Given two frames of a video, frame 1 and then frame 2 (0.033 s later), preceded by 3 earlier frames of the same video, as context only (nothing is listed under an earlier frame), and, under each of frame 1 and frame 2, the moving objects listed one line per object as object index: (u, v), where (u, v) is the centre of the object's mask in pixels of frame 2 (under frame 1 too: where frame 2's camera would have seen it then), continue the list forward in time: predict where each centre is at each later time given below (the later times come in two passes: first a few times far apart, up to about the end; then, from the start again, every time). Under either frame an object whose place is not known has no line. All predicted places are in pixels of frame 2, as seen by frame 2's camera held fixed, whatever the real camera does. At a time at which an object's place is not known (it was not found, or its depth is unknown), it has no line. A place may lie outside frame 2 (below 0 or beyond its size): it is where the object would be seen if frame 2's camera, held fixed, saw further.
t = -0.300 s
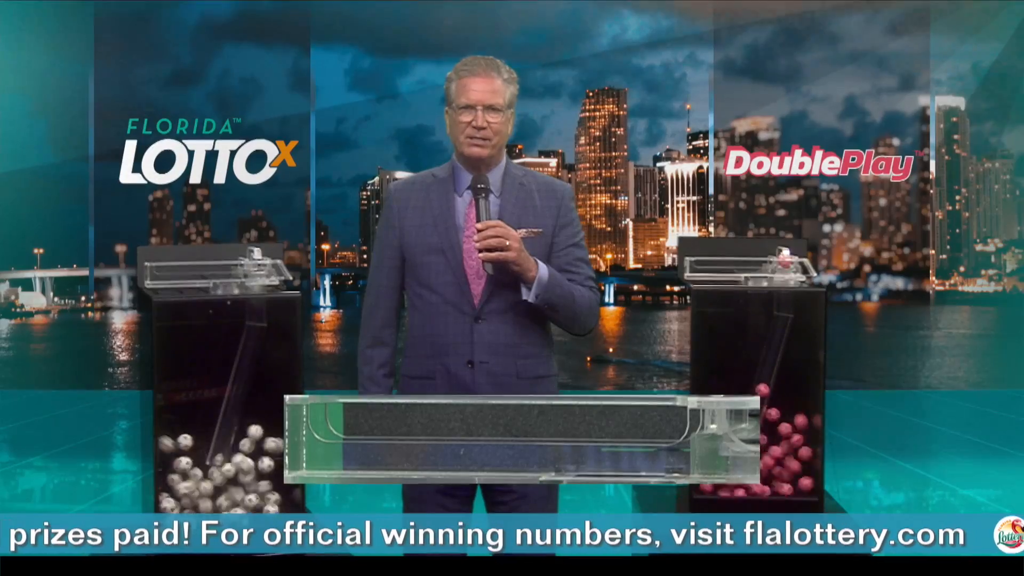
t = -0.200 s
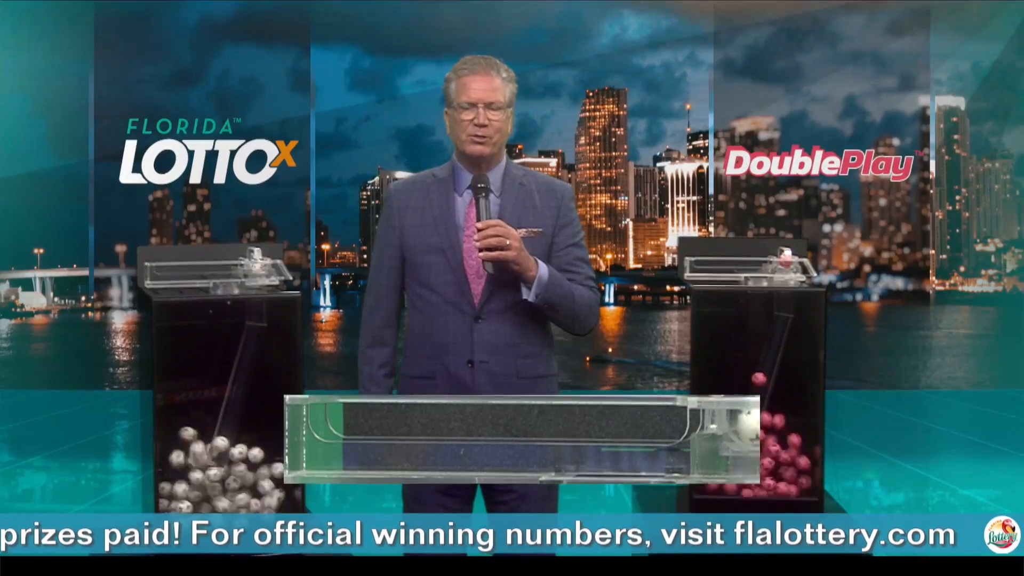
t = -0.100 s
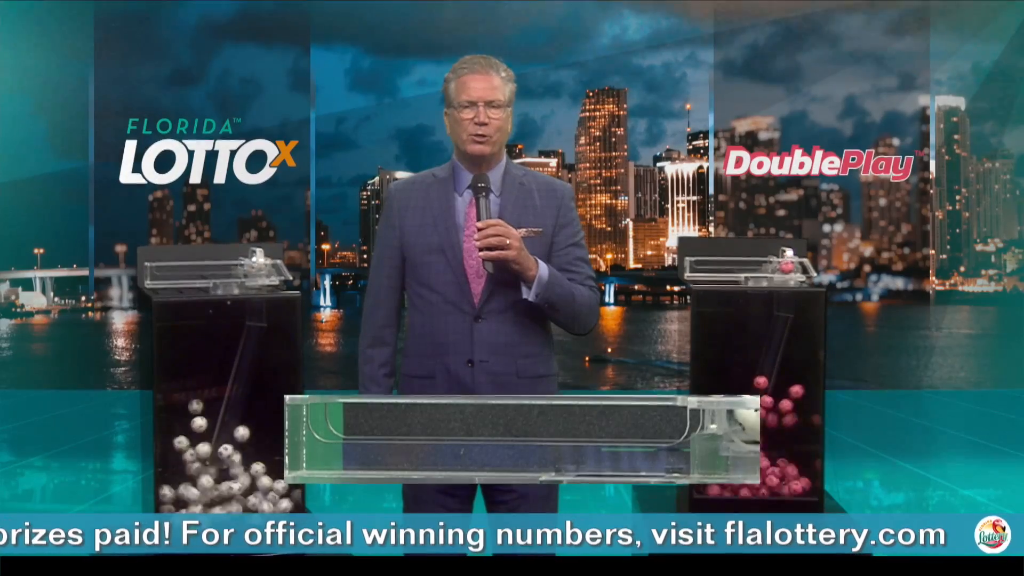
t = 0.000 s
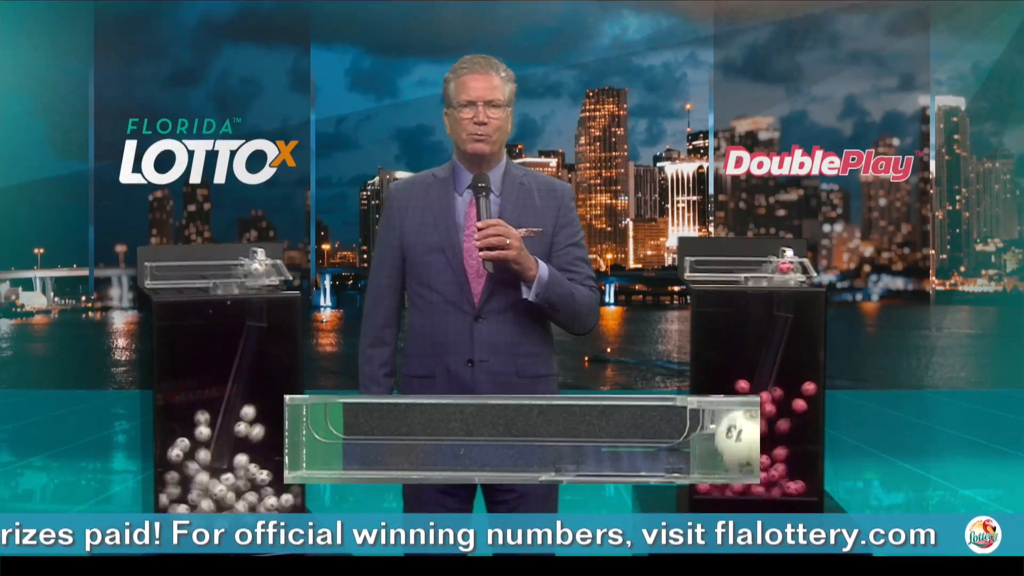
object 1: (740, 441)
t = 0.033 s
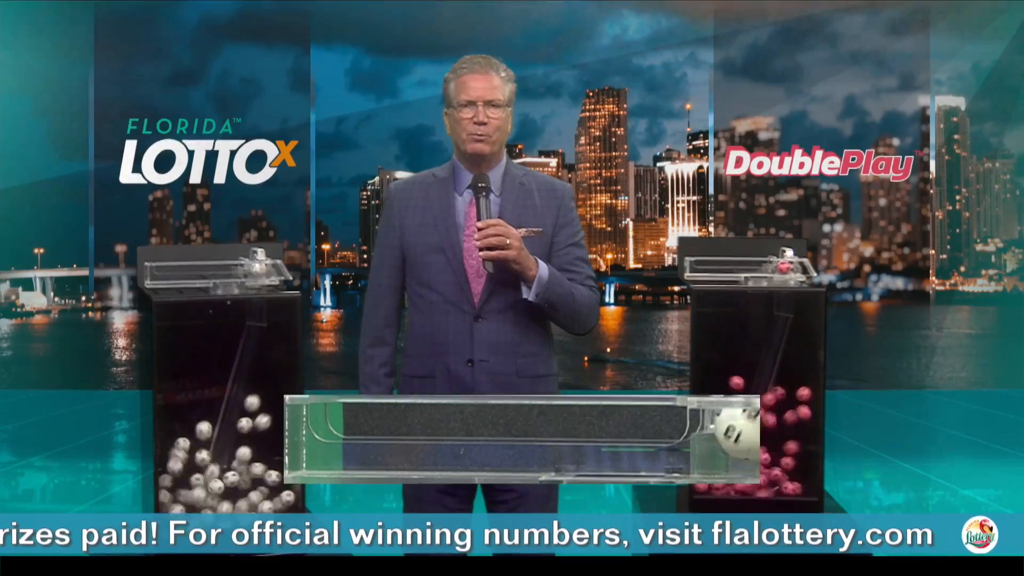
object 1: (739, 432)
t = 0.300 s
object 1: (712, 443)
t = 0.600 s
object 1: (344, 436)
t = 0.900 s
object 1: (434, 438)
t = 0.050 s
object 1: (738, 432)
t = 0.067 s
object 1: (739, 435)
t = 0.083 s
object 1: (740, 441)
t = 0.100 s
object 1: (739, 440)
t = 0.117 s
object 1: (737, 436)
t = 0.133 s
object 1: (737, 437)
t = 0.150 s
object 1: (735, 441)
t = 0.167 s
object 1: (734, 442)
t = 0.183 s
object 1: (732, 440)
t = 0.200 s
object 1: (730, 442)
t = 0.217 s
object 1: (729, 445)
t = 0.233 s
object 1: (727, 443)
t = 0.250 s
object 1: (724, 443)
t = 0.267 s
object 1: (722, 444)
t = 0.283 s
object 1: (717, 442)
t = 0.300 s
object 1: (712, 443)
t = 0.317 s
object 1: (705, 441)
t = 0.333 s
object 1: (696, 442)
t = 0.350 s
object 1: (685, 441)
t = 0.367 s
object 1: (671, 441)
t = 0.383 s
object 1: (654, 441)
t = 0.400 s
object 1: (637, 440)
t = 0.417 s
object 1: (617, 441)
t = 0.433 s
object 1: (594, 441)
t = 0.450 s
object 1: (572, 441)
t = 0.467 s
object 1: (548, 441)
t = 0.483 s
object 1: (524, 439)
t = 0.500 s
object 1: (497, 439)
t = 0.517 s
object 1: (471, 438)
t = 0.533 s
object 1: (445, 438)
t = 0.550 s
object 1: (418, 438)
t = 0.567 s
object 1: (392, 438)
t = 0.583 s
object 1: (367, 438)
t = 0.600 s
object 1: (344, 436)
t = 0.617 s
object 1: (339, 436)
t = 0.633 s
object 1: (361, 435)
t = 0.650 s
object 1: (381, 437)
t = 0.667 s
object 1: (398, 436)
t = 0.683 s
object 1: (414, 438)
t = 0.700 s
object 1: (427, 437)
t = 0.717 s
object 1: (438, 437)
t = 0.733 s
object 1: (448, 439)
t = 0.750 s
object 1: (453, 437)
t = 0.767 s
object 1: (458, 439)
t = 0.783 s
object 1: (459, 438)
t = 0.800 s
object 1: (459, 438)
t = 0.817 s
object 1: (457, 439)
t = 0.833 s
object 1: (455, 437)
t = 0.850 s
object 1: (450, 437)
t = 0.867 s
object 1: (445, 438)
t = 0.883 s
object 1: (440, 436)
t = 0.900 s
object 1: (434, 438)
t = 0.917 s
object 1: (426, 438)
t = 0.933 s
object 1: (418, 437)
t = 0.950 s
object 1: (410, 438)
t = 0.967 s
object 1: (400, 437)
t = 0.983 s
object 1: (391, 436)
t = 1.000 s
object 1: (381, 439)
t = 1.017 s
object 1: (371, 436)
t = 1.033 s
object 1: (361, 437)
